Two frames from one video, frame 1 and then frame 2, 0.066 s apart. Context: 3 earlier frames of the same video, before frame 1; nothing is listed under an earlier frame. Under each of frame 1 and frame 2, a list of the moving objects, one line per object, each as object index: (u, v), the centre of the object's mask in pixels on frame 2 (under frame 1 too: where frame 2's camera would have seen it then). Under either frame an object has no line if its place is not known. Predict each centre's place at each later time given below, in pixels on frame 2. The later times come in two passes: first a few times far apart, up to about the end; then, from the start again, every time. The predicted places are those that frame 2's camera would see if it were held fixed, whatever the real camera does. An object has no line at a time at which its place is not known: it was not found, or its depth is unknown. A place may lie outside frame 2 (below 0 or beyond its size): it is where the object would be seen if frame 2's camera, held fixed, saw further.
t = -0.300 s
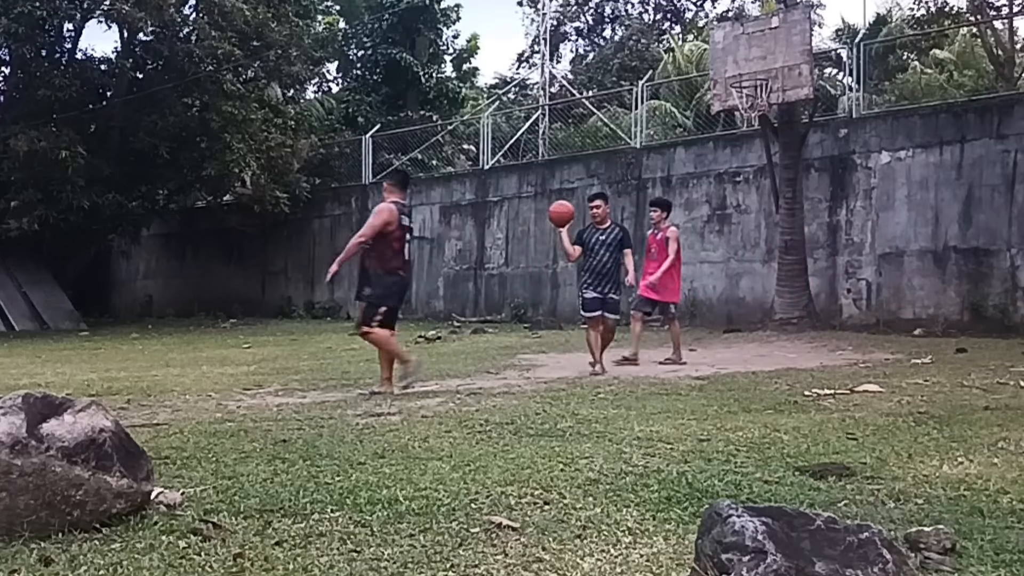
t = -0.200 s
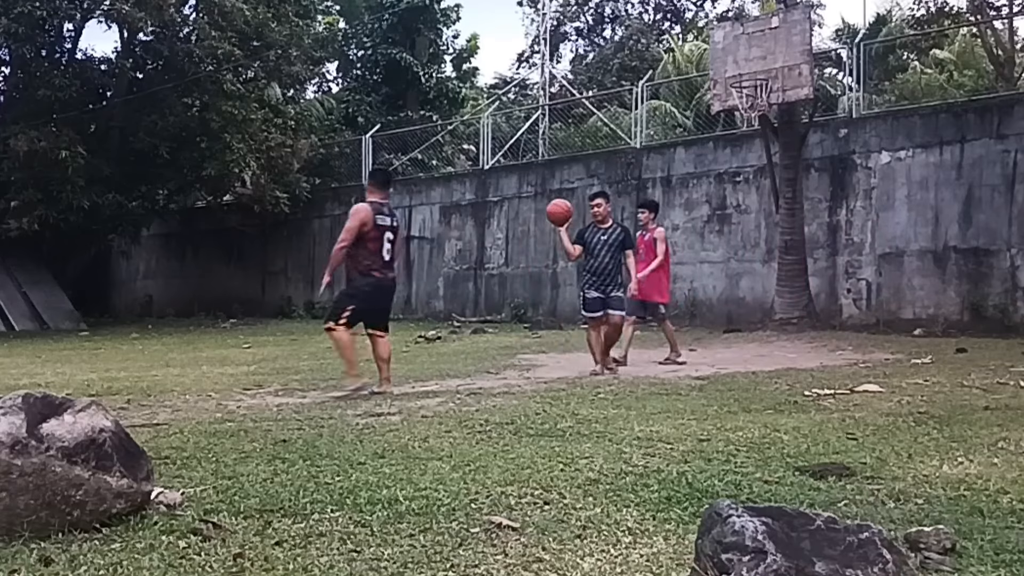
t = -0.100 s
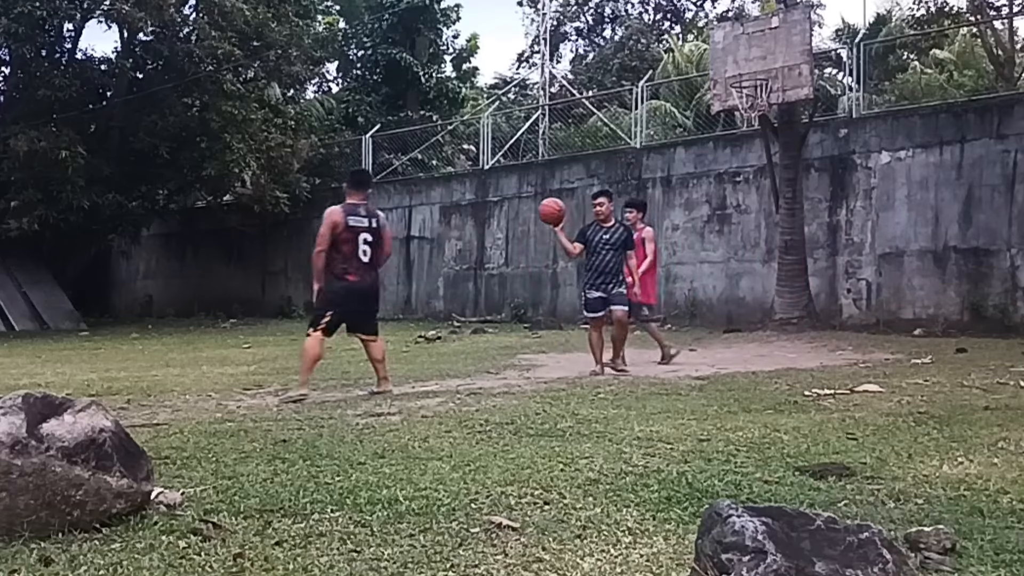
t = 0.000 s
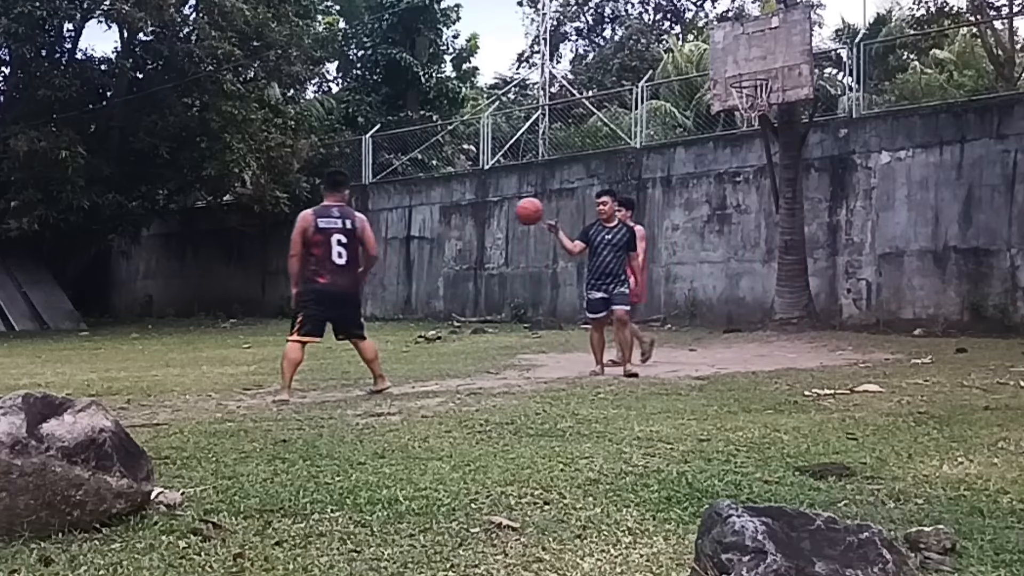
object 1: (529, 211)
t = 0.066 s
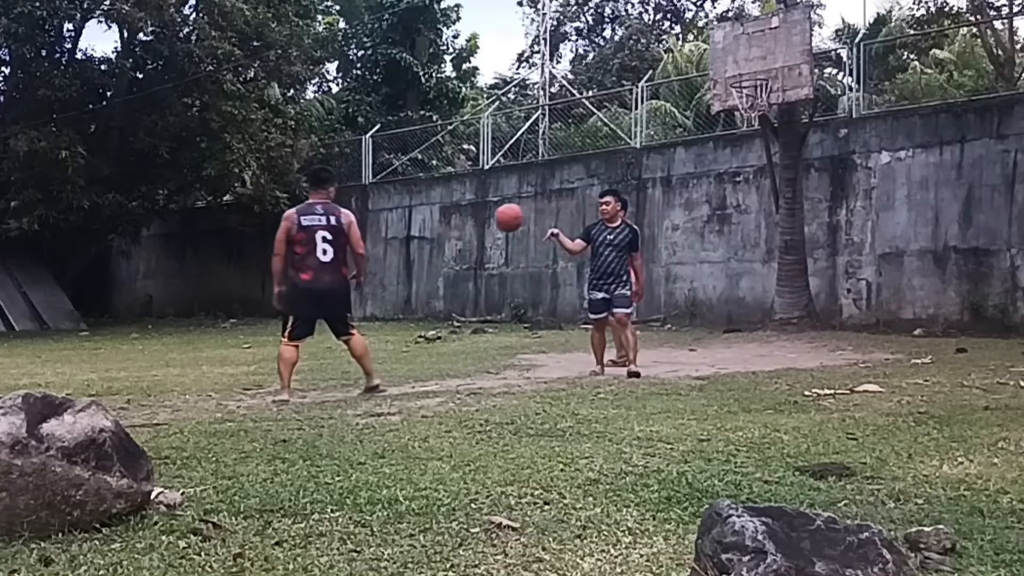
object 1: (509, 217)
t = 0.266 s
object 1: (444, 271)
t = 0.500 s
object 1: (364, 361)
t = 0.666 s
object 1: (332, 301)
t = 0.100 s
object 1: (499, 222)
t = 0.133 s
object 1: (488, 229)
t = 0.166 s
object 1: (477, 237)
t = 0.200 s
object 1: (467, 247)
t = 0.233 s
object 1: (456, 258)
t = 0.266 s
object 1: (444, 271)
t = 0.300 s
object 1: (433, 286)
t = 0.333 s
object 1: (420, 305)
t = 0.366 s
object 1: (408, 322)
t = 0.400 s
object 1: (396, 342)
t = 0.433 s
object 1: (382, 366)
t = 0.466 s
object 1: (371, 378)
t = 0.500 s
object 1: (364, 361)
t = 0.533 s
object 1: (358, 347)
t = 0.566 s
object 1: (352, 333)
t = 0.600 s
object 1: (345, 321)
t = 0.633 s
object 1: (339, 310)
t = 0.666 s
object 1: (332, 301)
